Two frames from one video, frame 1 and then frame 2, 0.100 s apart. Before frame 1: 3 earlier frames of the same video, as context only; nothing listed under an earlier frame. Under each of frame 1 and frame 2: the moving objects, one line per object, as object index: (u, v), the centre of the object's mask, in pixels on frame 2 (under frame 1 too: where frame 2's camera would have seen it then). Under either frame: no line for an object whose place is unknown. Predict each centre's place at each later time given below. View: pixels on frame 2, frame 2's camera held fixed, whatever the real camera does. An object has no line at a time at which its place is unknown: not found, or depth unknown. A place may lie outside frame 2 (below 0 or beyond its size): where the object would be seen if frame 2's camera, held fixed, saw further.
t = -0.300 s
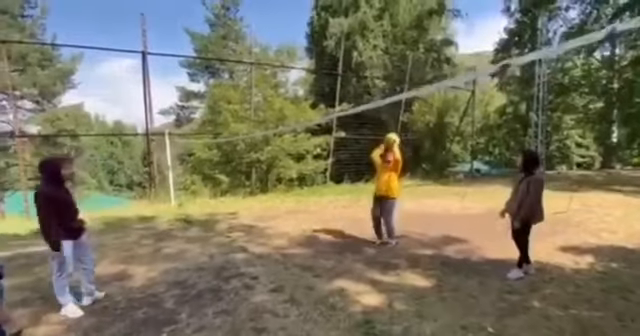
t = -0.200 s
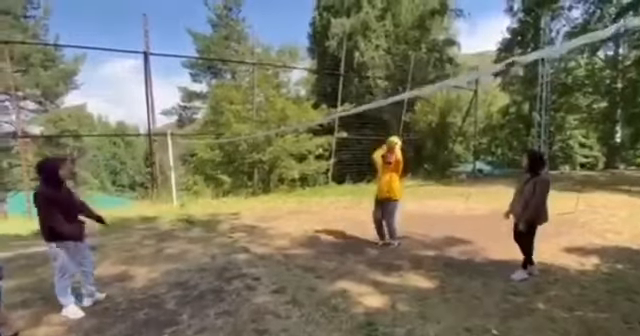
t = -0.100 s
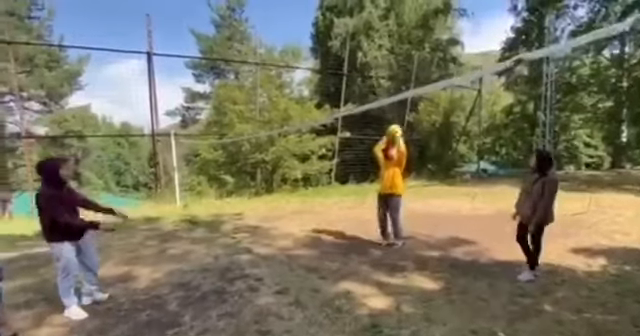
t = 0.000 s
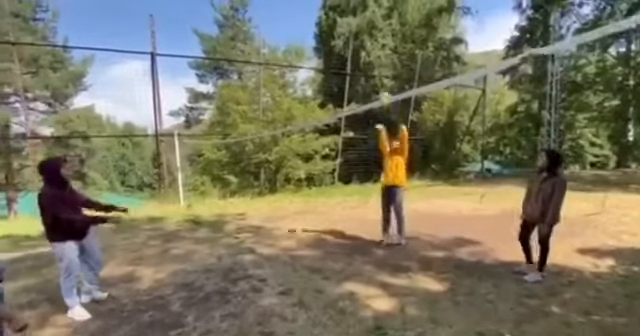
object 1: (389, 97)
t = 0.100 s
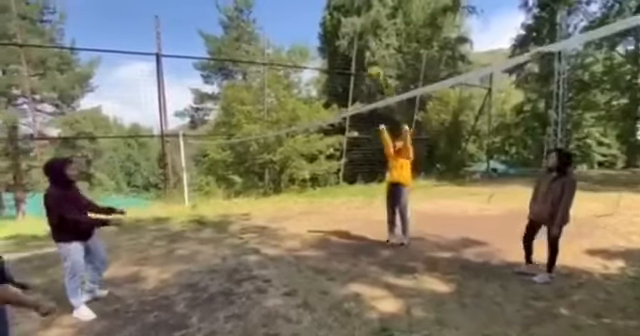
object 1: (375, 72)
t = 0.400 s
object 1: (298, 11)
